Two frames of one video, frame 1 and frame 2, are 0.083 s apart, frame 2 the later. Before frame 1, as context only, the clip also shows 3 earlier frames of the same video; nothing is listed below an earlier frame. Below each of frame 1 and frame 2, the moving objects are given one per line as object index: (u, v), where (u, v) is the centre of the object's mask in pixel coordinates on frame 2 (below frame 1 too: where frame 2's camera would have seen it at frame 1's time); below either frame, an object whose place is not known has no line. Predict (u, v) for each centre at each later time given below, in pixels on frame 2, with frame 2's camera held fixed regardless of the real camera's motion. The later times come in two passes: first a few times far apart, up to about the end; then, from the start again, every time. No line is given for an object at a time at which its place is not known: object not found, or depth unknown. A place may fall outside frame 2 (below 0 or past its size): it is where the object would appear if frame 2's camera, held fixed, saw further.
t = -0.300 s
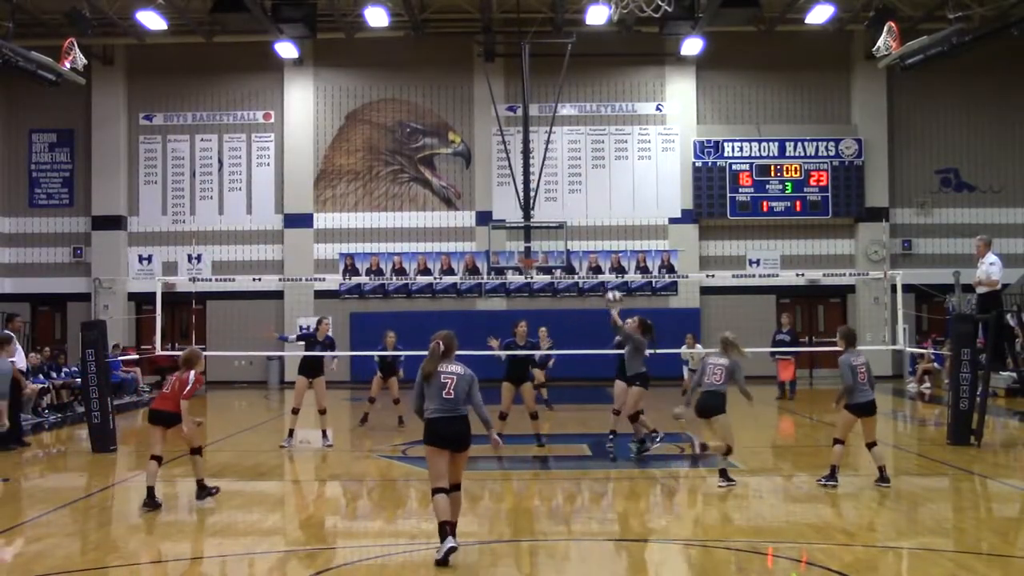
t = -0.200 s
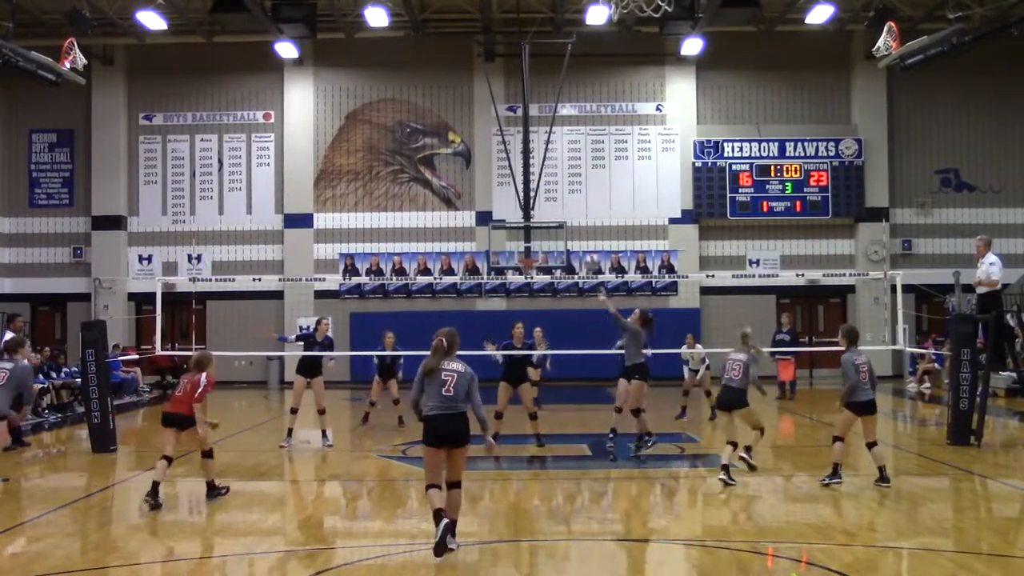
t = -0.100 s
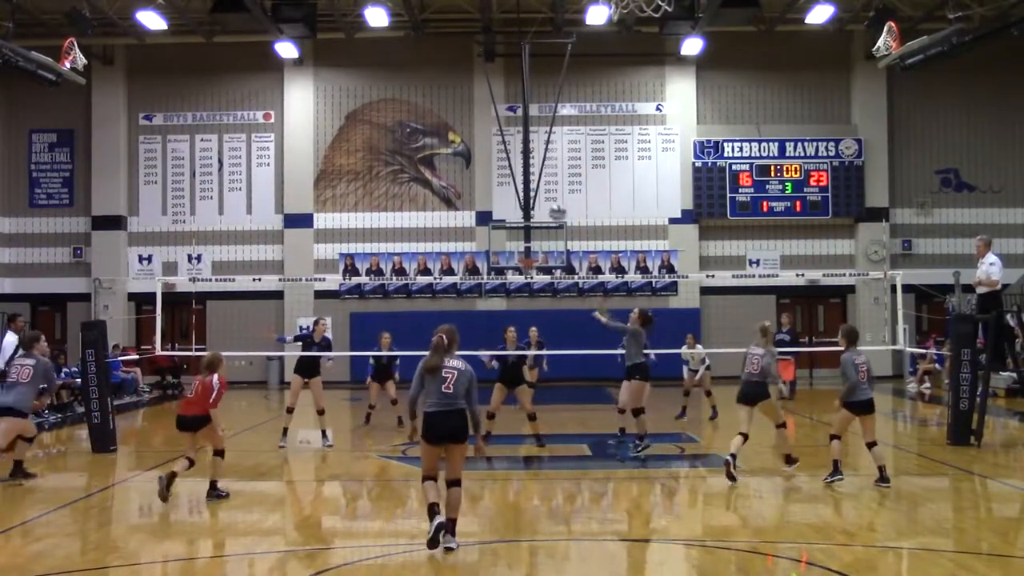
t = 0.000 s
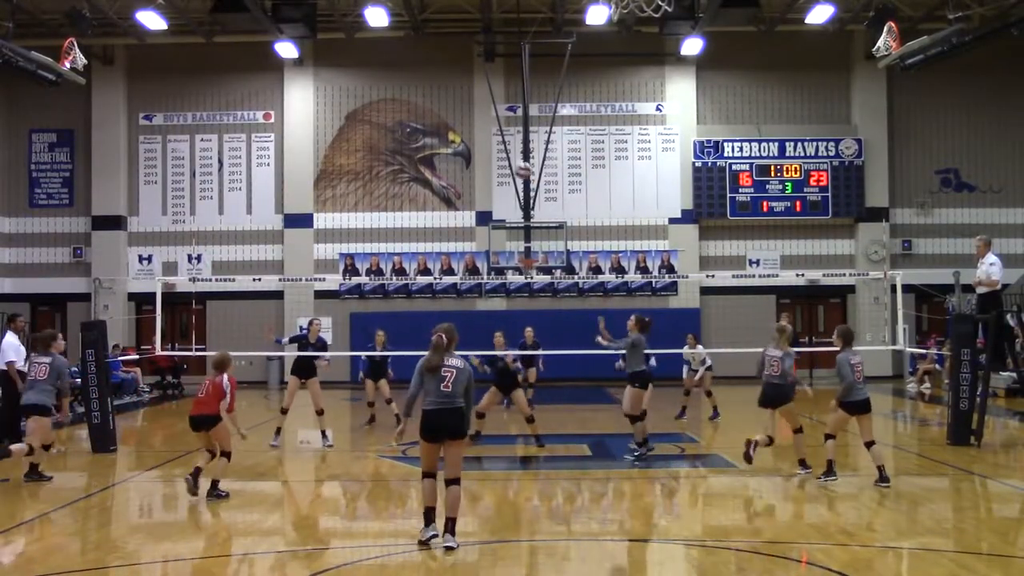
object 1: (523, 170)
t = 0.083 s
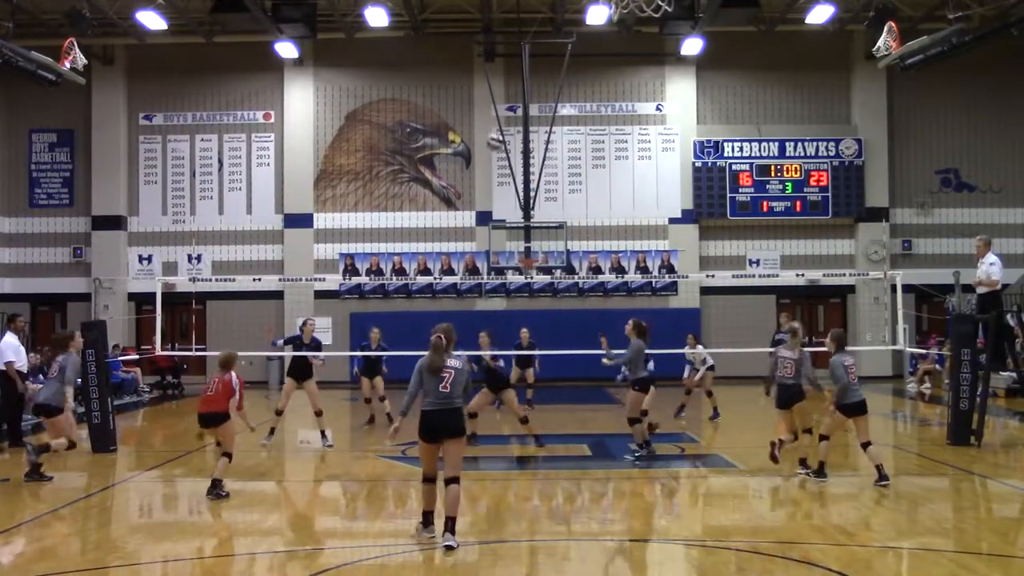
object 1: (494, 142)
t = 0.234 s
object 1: (444, 105)
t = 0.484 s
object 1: (362, 86)
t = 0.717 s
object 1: (290, 115)
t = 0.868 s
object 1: (243, 155)
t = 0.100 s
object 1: (489, 136)
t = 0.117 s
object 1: (484, 132)
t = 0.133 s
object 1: (478, 127)
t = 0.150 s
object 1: (472, 122)
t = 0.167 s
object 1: (467, 118)
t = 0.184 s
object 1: (461, 114)
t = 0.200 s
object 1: (456, 111)
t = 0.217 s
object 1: (451, 108)
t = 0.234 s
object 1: (444, 105)
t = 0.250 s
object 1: (439, 102)
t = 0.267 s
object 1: (434, 100)
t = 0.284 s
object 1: (428, 97)
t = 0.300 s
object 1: (422, 95)
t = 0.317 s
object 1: (417, 94)
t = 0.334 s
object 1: (411, 92)
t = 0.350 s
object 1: (406, 90)
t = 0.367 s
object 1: (400, 89)
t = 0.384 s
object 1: (395, 88)
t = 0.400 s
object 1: (390, 87)
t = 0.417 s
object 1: (385, 86)
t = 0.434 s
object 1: (379, 86)
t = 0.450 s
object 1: (374, 86)
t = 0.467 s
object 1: (368, 86)
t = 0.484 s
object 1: (362, 86)
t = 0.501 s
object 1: (357, 86)
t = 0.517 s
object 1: (351, 88)
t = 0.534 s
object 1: (347, 89)
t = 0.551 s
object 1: (341, 90)
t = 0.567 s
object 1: (336, 92)
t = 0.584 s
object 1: (330, 94)
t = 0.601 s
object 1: (325, 95)
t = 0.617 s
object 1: (320, 97)
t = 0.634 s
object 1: (316, 100)
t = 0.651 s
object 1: (310, 103)
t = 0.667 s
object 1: (306, 105)
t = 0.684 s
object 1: (300, 109)
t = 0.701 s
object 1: (295, 112)
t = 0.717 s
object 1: (290, 115)
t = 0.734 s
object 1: (284, 118)
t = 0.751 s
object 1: (279, 122)
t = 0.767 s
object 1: (271, 126)
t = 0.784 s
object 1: (269, 130)
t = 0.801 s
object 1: (263, 134)
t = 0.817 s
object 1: (258, 140)
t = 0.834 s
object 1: (254, 145)
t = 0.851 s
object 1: (247, 149)
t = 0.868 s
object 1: (243, 155)
